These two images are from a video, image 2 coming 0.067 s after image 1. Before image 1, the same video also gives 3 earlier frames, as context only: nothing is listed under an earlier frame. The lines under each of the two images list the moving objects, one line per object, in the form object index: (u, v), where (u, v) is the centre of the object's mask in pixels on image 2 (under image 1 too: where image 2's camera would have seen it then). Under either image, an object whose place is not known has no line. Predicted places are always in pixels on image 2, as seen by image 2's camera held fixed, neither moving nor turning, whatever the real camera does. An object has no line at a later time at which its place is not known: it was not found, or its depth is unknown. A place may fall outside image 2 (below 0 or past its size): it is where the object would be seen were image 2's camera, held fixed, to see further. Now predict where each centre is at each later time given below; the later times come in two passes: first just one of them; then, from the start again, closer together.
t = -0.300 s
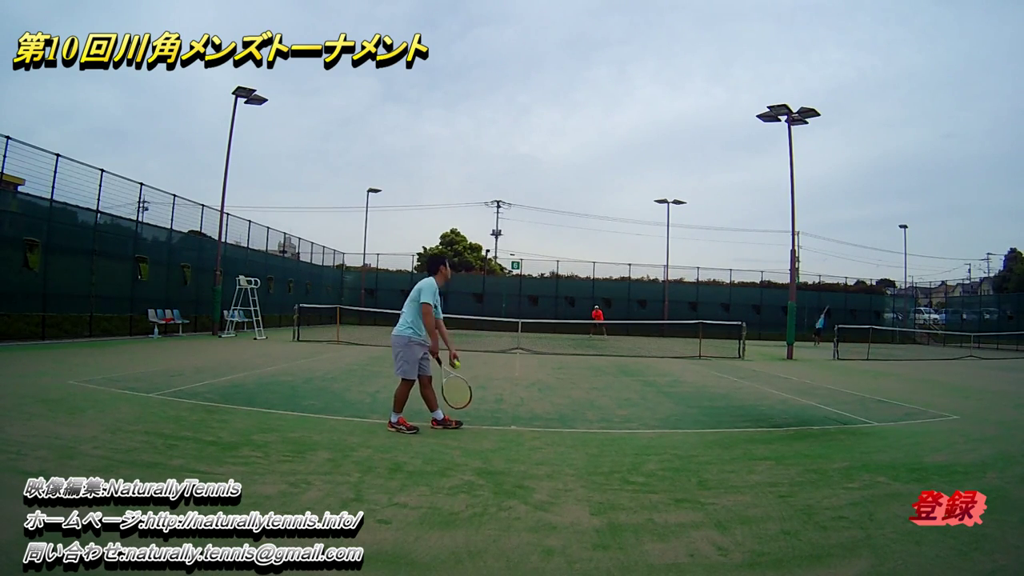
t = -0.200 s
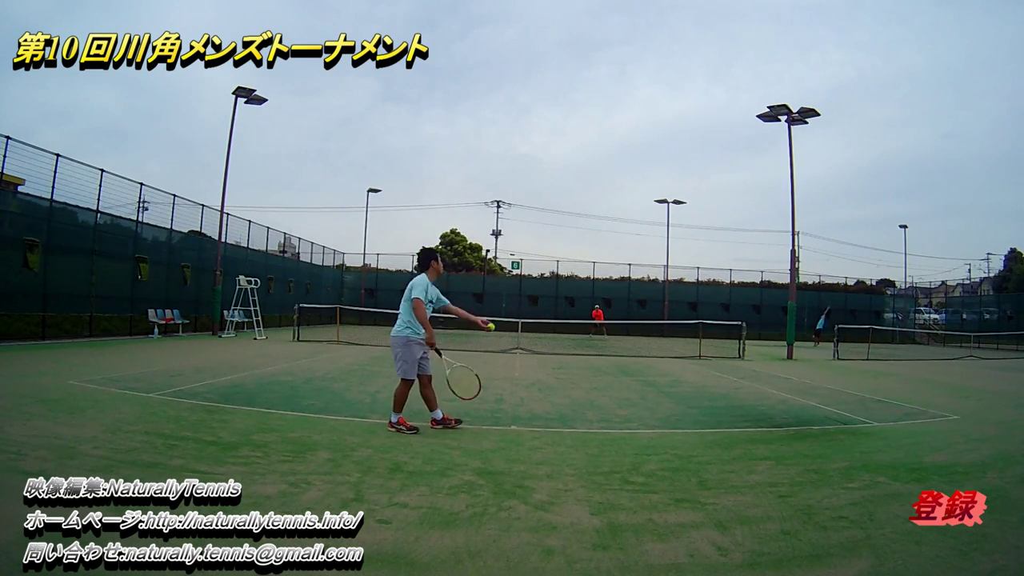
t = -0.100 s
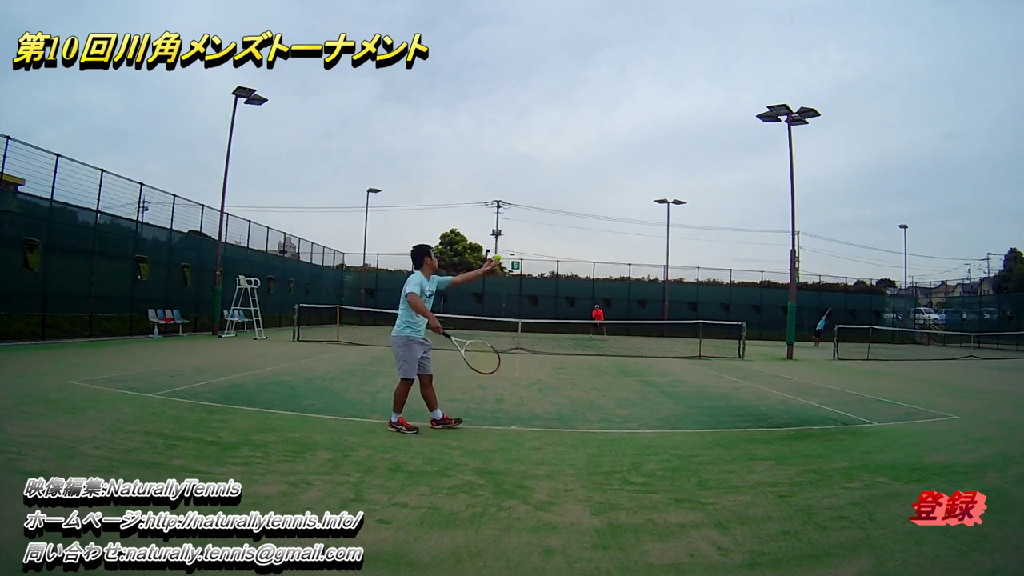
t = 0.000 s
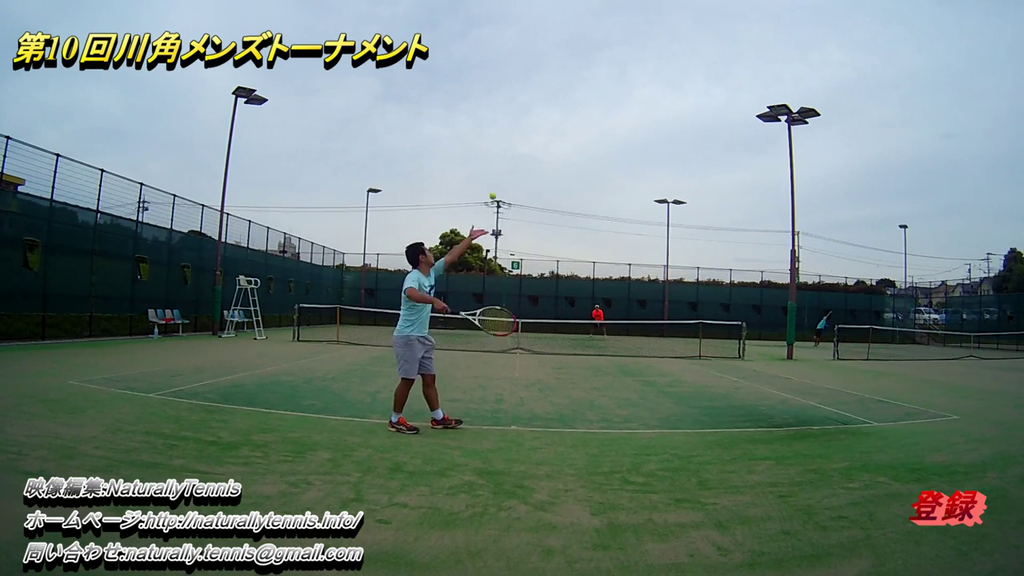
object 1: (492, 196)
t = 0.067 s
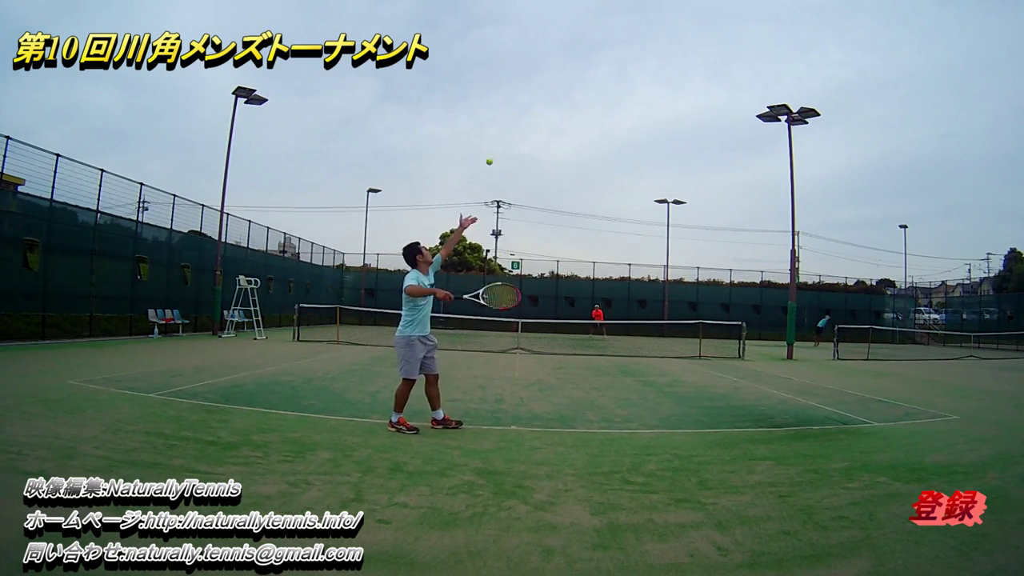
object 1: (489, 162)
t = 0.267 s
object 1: (477, 90)
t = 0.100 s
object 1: (487, 147)
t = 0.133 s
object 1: (485, 133)
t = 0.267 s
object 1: (477, 90)
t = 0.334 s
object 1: (474, 75)
